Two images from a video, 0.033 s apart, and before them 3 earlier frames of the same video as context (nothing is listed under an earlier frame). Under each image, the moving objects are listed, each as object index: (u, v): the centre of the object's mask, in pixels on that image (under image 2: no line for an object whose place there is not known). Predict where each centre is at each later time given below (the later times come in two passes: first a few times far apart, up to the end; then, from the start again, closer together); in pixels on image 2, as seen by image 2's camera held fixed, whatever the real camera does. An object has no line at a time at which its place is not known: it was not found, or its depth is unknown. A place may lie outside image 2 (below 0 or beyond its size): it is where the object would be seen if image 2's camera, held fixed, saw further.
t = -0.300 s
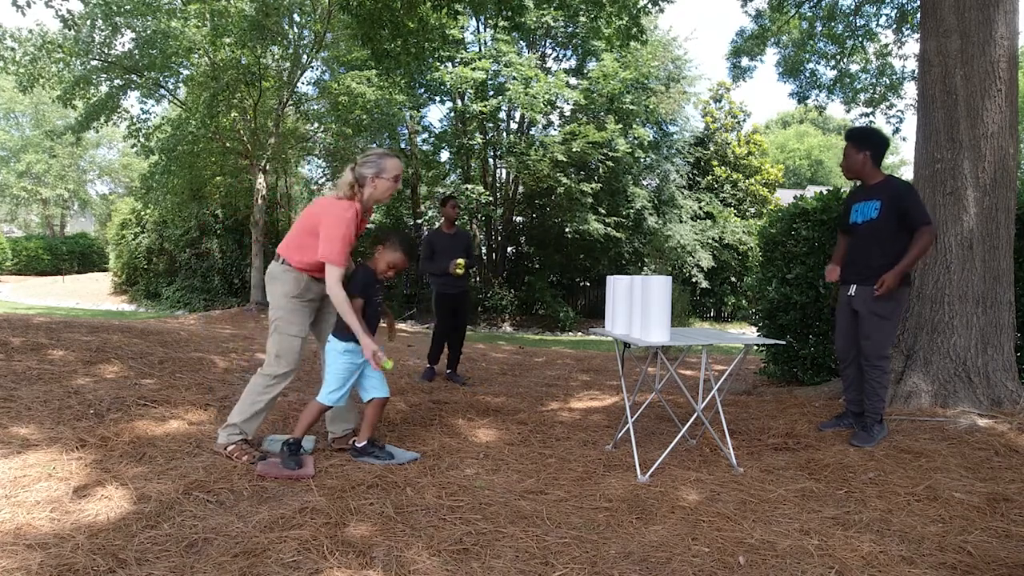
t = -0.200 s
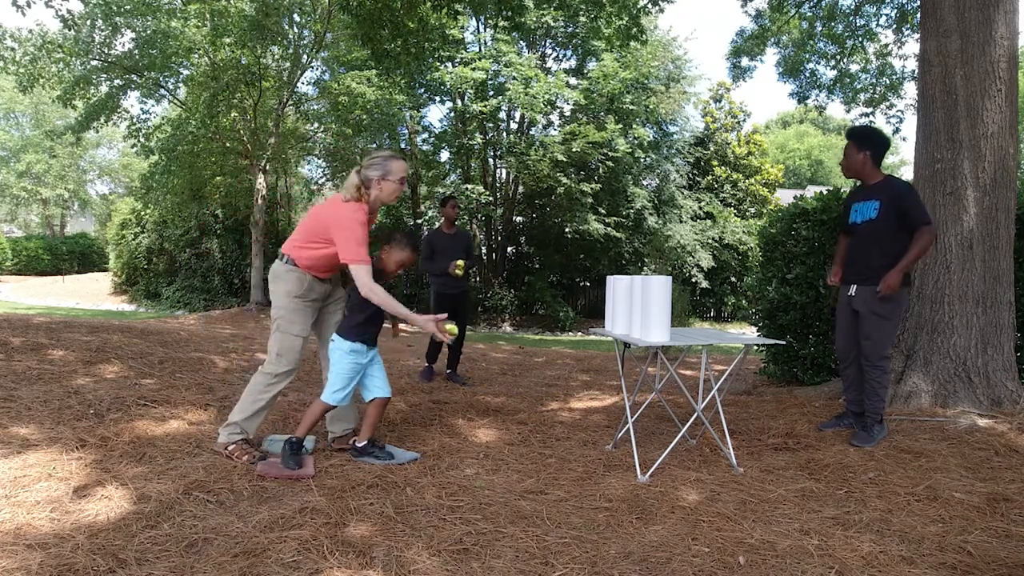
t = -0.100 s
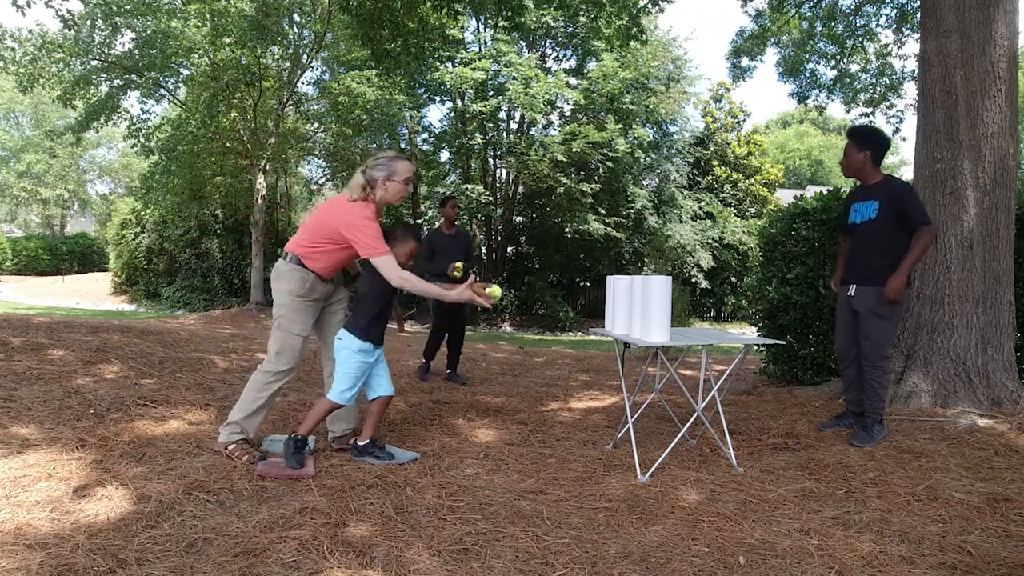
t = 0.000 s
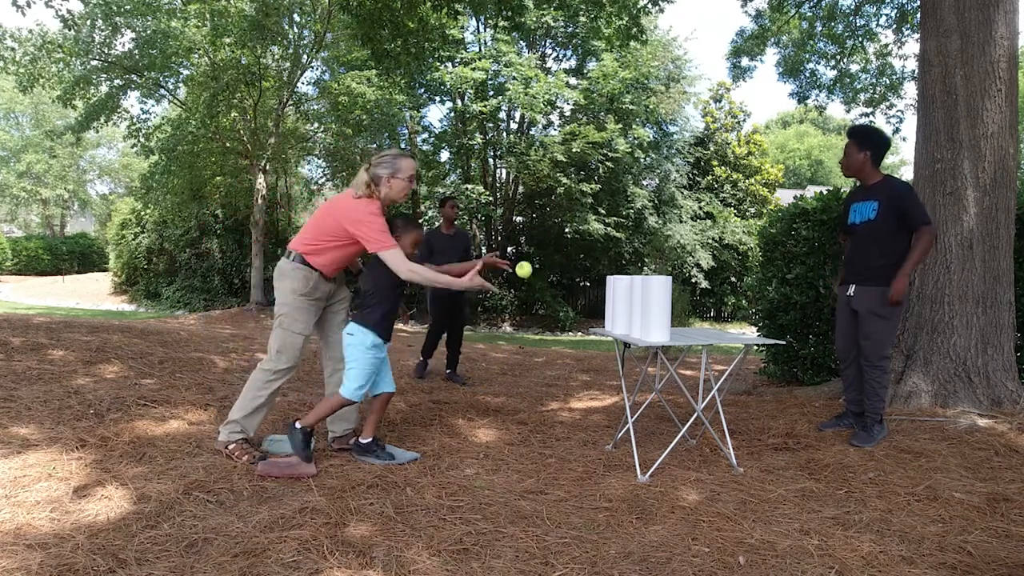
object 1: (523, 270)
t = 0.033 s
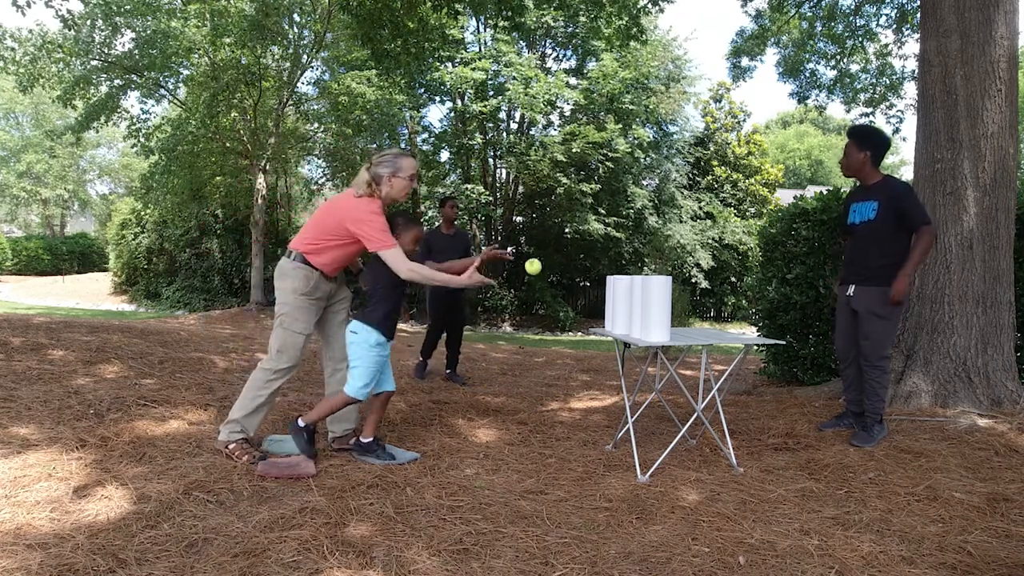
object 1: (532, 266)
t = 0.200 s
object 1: (577, 290)
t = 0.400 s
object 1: (620, 393)
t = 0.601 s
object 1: (618, 472)
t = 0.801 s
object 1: (622, 458)
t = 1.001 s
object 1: (622, 497)
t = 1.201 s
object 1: (625, 518)
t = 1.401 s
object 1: (632, 539)
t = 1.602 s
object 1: (639, 552)
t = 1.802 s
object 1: (643, 563)
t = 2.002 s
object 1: (644, 565)
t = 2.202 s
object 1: (643, 563)
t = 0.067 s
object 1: (541, 266)
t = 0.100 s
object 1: (551, 269)
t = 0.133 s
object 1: (558, 273)
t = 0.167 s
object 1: (569, 280)
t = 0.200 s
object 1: (577, 290)
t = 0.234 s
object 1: (585, 303)
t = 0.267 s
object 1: (593, 317)
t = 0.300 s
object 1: (600, 331)
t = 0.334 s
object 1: (607, 352)
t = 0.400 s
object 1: (620, 393)
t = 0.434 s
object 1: (626, 416)
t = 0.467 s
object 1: (624, 428)
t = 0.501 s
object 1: (622, 442)
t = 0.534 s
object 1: (620, 459)
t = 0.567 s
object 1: (617, 479)
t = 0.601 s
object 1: (618, 472)
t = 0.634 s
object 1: (619, 465)
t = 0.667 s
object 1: (620, 458)
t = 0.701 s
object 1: (621, 455)
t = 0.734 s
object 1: (621, 453)
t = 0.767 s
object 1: (622, 454)
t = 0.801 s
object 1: (622, 458)
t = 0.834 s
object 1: (622, 463)
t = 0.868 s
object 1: (622, 472)
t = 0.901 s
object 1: (622, 483)
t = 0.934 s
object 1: (621, 497)
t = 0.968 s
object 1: (621, 499)
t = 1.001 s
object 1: (622, 497)
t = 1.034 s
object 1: (622, 497)
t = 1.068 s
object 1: (623, 499)
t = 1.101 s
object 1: (623, 504)
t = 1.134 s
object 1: (623, 512)
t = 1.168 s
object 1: (624, 517)
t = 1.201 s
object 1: (625, 518)
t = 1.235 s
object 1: (625, 520)
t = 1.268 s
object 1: (626, 526)
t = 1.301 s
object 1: (628, 530)
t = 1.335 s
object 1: (629, 532)
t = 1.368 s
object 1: (630, 536)
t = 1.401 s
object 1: (632, 539)
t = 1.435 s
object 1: (633, 543)
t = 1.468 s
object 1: (635, 544)
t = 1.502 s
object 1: (636, 546)
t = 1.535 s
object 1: (637, 550)
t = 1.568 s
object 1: (638, 550)
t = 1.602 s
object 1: (639, 552)
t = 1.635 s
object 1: (640, 554)
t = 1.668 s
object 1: (641, 556)
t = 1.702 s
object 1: (642, 558)
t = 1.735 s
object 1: (642, 560)
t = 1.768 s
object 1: (643, 561)
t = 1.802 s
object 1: (643, 563)
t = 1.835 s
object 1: (643, 564)
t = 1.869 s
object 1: (643, 565)
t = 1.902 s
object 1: (644, 565)
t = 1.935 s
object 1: (644, 565)
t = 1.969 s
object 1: (644, 565)
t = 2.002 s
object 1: (644, 565)
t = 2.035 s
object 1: (644, 565)
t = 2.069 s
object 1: (644, 565)
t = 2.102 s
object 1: (644, 565)
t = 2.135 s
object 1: (643, 564)
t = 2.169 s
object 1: (643, 563)
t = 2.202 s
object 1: (643, 563)
